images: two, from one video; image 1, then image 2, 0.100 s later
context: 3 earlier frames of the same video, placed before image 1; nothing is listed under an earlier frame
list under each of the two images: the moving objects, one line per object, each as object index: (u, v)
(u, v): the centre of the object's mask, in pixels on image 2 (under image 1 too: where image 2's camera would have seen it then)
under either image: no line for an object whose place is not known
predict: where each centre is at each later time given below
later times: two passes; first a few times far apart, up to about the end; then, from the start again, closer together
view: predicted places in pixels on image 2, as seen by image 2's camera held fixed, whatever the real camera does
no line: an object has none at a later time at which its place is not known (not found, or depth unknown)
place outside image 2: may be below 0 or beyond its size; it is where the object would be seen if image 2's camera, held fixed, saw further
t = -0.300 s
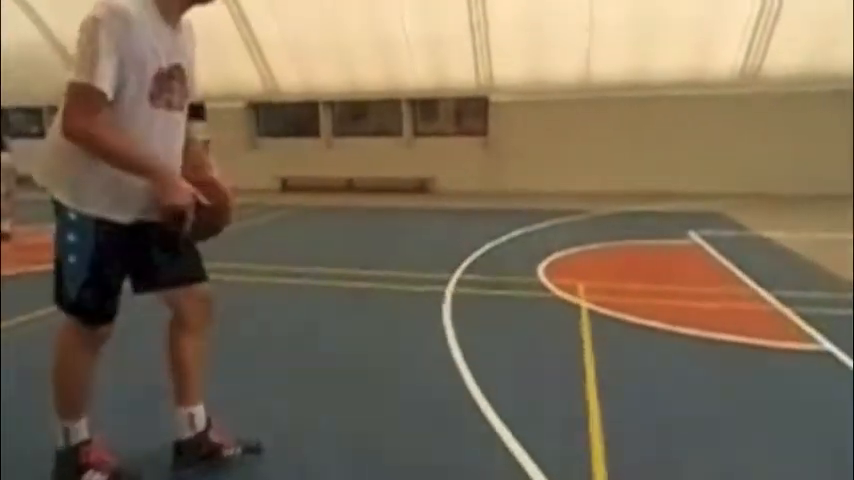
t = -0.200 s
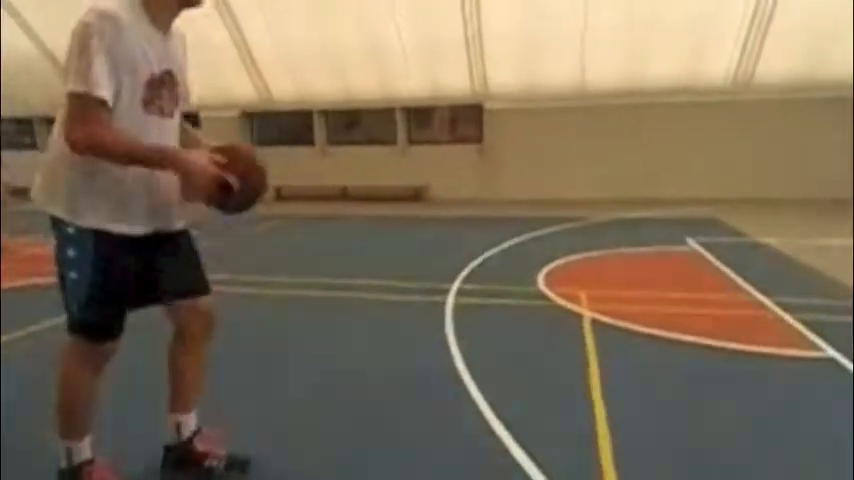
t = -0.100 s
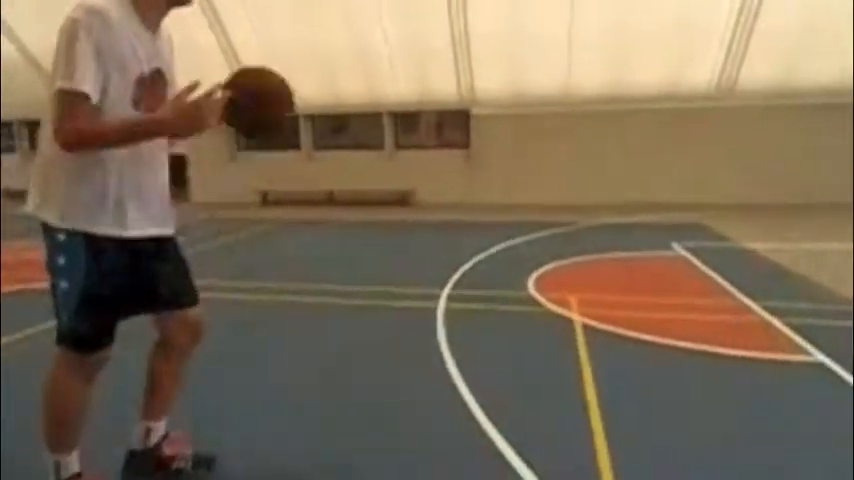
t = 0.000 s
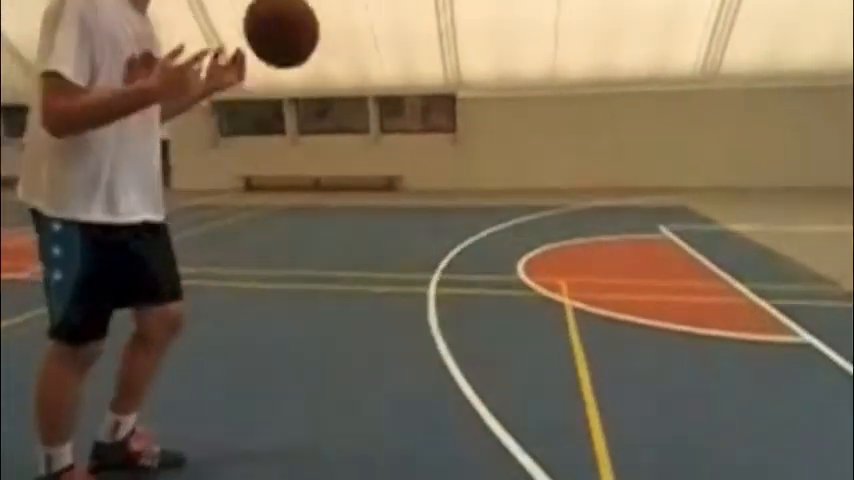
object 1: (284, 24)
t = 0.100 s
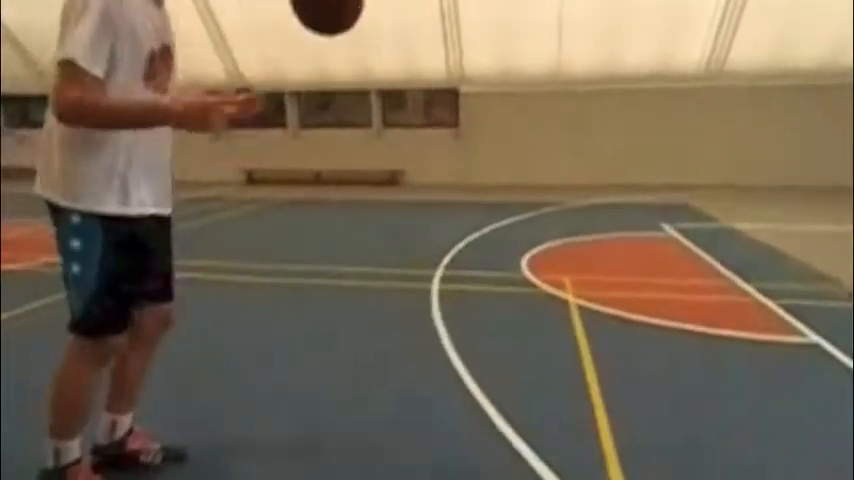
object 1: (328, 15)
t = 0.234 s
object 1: (383, 25)
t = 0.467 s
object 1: (470, 156)
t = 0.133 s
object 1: (342, 15)
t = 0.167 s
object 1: (356, 16)
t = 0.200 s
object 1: (370, 20)
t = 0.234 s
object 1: (383, 25)
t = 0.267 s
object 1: (397, 31)
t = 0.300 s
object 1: (410, 39)
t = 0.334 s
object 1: (423, 51)
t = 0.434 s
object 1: (459, 126)
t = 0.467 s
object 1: (470, 156)
